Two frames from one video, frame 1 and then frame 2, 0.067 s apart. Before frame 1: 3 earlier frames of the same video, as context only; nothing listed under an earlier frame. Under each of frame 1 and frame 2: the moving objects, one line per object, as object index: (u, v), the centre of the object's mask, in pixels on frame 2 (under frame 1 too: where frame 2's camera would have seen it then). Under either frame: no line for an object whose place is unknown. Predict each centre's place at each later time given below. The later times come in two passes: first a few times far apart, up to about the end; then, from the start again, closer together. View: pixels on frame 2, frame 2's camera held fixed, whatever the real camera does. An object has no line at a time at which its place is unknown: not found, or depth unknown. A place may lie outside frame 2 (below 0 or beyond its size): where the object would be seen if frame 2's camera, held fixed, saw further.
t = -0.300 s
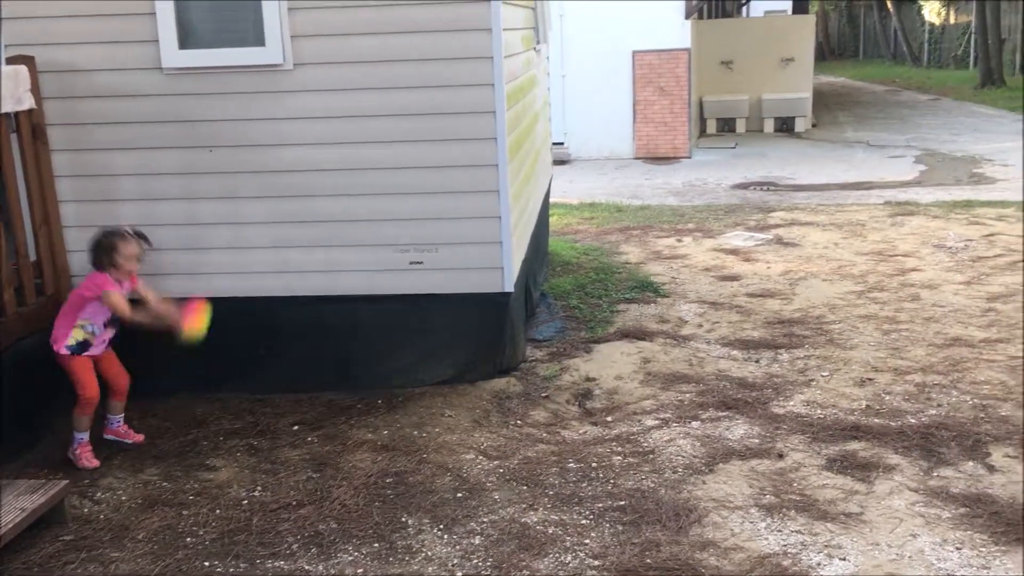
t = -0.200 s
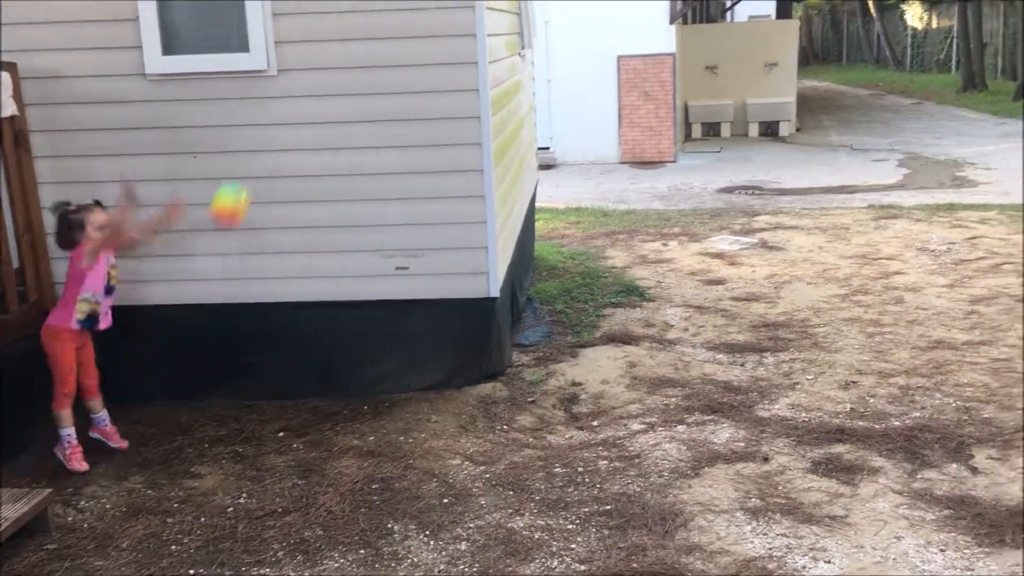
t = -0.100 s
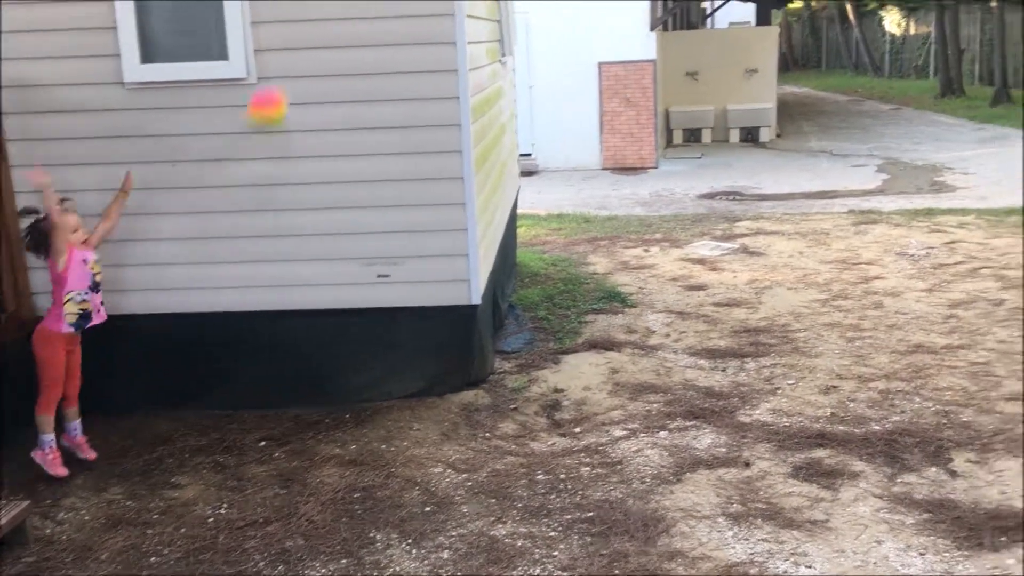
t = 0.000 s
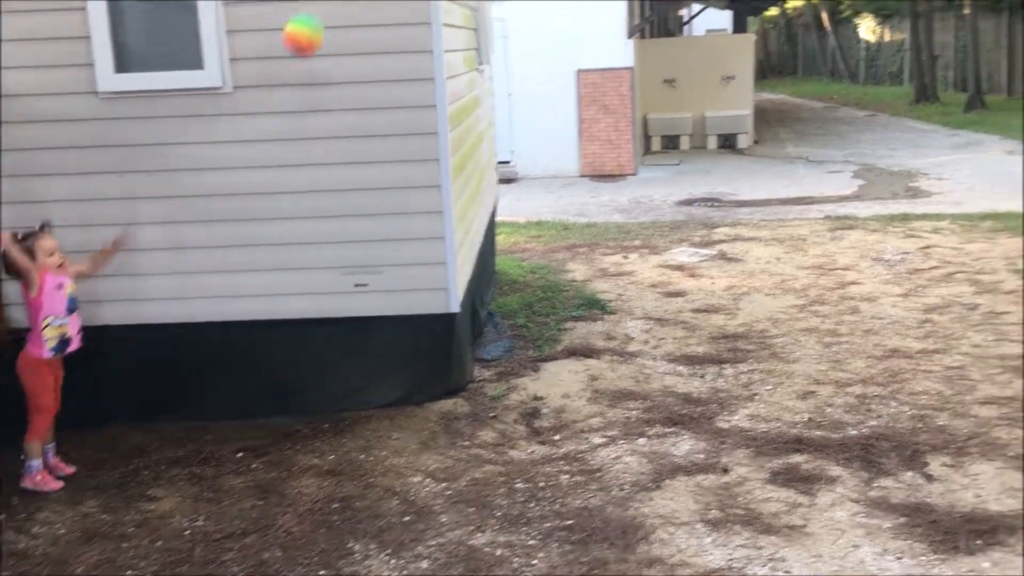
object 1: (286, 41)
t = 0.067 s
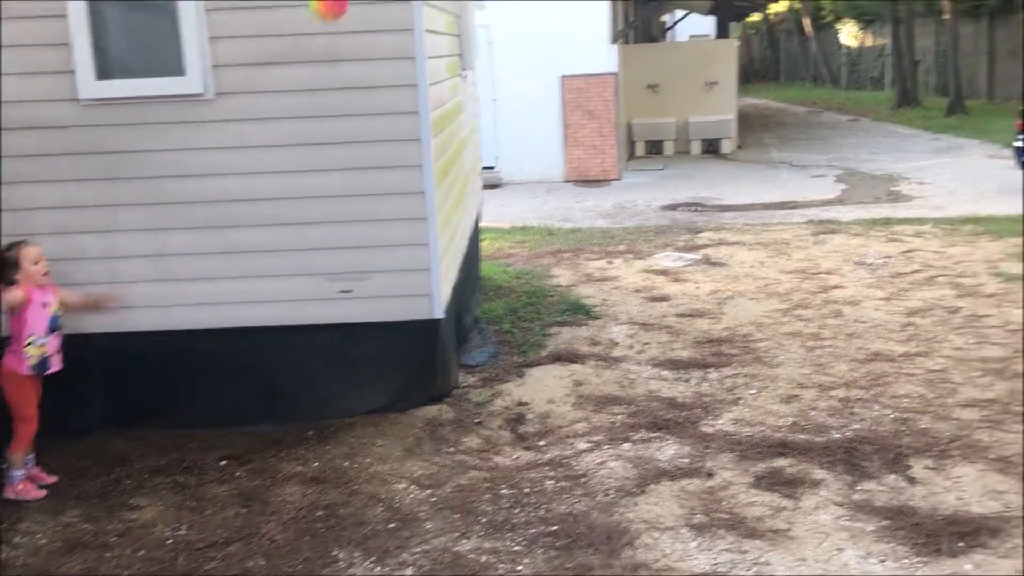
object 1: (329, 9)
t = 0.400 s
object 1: (546, -20)
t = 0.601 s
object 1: (676, 95)
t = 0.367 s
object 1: (524, -23)
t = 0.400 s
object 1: (546, -20)
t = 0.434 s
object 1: (568, -13)
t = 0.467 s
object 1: (590, 3)
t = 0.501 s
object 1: (614, 23)
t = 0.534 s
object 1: (634, 43)
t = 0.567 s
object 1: (655, 68)
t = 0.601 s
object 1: (676, 95)
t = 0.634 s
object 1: (697, 128)
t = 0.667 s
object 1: (719, 159)
